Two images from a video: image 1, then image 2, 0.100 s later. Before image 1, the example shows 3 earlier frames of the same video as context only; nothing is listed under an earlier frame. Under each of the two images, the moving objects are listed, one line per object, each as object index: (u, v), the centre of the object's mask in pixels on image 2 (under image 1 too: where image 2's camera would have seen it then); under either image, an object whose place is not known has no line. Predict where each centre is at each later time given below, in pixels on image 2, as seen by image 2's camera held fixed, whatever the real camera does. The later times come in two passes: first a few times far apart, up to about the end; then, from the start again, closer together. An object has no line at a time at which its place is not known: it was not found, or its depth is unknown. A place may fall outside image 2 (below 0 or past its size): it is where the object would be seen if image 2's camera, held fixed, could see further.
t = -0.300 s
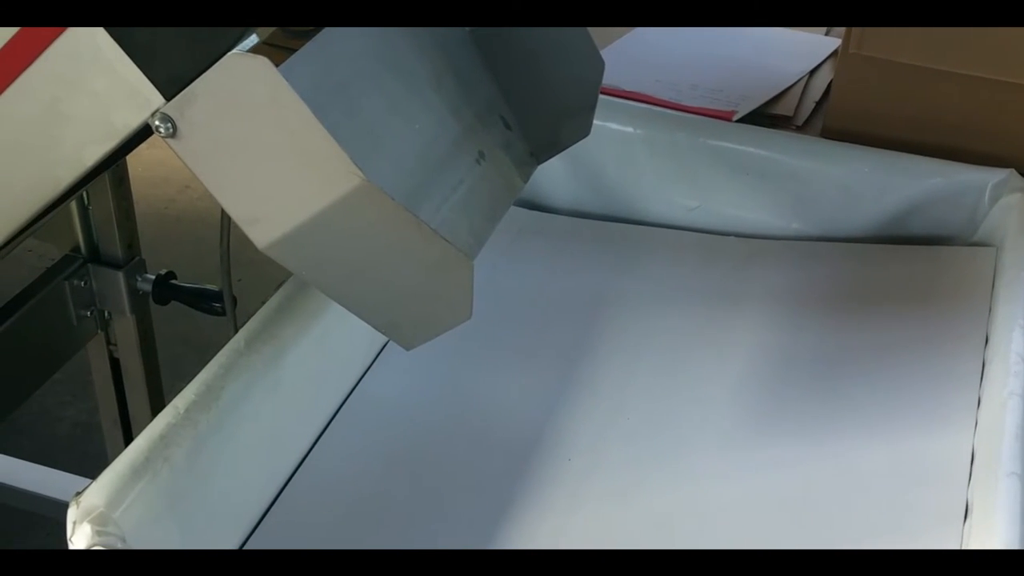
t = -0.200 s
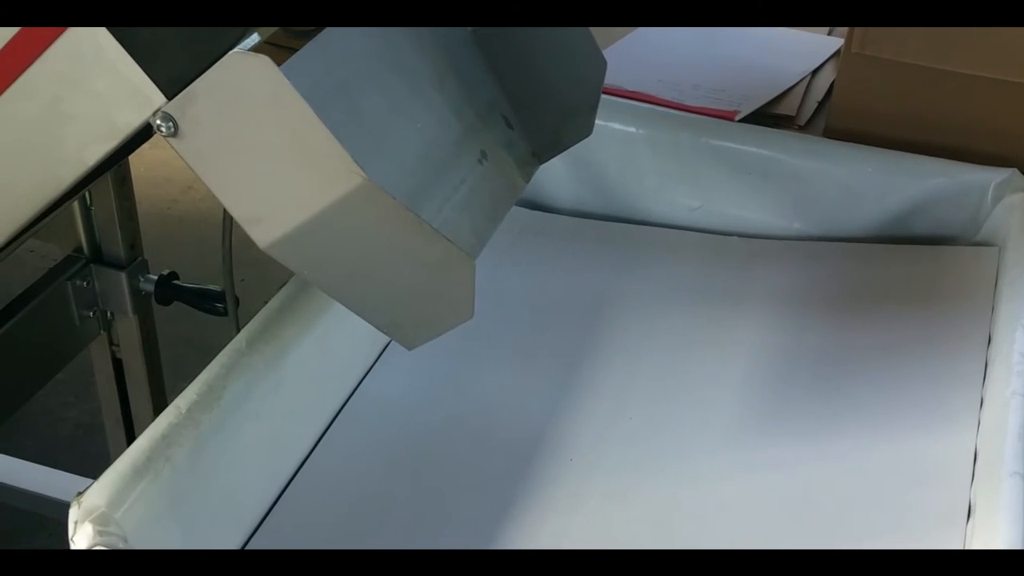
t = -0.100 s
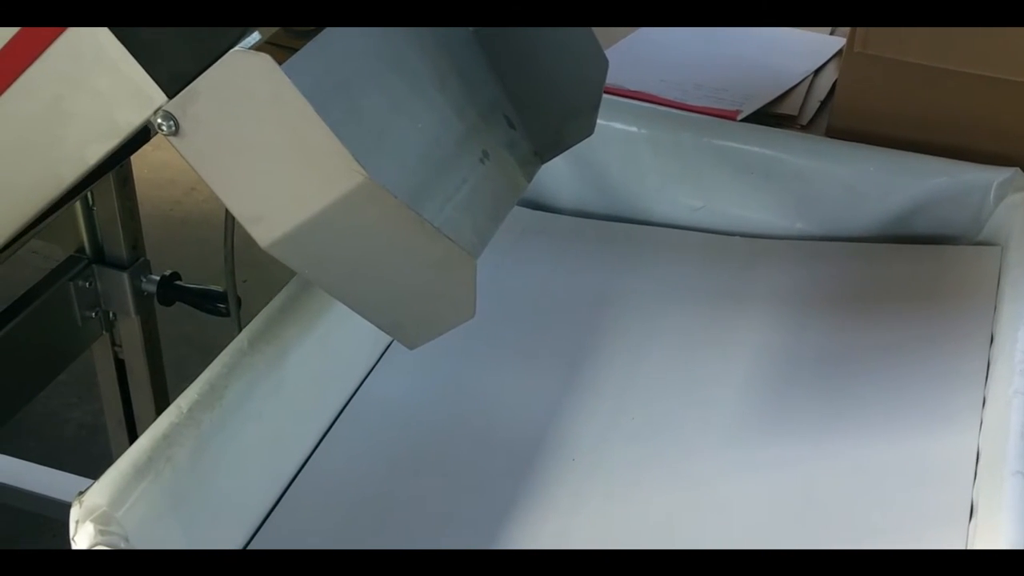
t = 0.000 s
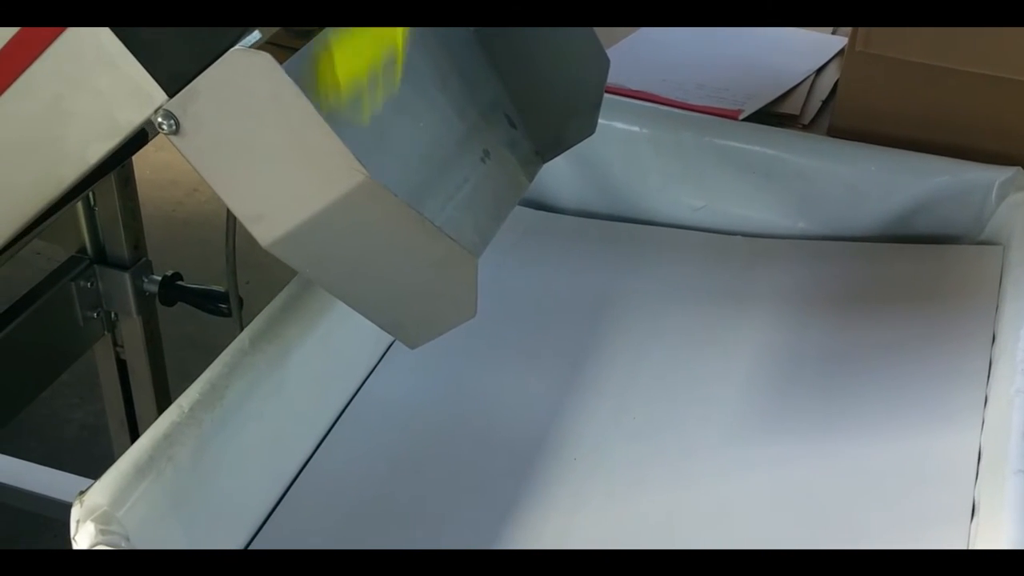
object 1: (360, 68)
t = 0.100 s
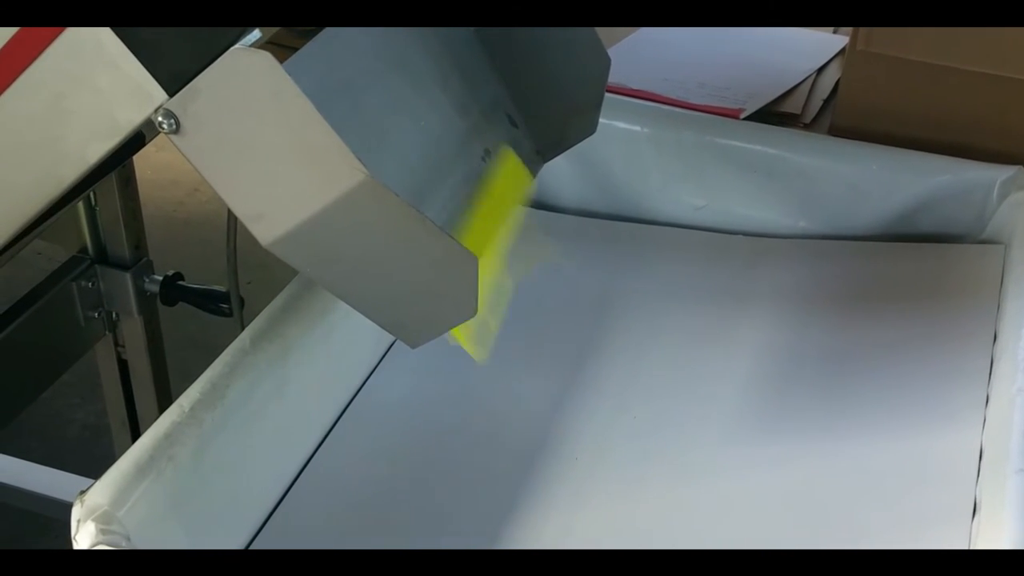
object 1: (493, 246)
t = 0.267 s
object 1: (626, 396)
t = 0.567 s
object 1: (619, 426)
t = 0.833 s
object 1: (619, 426)
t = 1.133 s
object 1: (620, 426)
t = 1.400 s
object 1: (623, 427)
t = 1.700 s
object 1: (620, 425)
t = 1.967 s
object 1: (619, 425)
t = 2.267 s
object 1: (620, 425)
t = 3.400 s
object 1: (619, 425)
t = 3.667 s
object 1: (619, 424)
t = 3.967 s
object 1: (619, 424)
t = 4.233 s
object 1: (619, 424)
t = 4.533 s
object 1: (619, 424)
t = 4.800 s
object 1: (619, 425)
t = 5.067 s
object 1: (618, 425)
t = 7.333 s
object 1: (623, 426)
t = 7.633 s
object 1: (619, 425)
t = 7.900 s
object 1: (623, 427)
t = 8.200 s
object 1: (620, 426)
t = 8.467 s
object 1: (620, 426)
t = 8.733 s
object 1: (619, 426)
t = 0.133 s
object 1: (531, 333)
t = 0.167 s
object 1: (578, 400)
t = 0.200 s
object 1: (604, 421)
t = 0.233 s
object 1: (614, 403)
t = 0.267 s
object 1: (626, 396)
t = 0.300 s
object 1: (629, 391)
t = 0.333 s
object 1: (630, 395)
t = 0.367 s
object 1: (624, 403)
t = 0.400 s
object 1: (624, 422)
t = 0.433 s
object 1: (624, 421)
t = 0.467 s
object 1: (621, 422)
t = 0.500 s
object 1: (619, 425)
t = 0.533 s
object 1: (620, 426)
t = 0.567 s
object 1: (619, 426)
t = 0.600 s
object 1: (619, 426)
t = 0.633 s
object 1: (620, 426)
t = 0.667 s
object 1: (620, 426)
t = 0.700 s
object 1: (619, 426)
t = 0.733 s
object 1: (619, 426)
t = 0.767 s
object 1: (619, 426)
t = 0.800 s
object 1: (620, 426)
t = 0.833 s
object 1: (619, 426)
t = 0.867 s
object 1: (619, 426)
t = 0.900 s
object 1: (619, 426)
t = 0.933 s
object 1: (620, 426)
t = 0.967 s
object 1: (619, 425)
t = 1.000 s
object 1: (619, 426)
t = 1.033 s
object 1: (620, 426)
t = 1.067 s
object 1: (620, 426)
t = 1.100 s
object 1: (620, 425)
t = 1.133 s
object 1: (620, 426)
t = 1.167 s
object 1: (620, 426)
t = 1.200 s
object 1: (620, 426)
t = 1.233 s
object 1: (620, 426)
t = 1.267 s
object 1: (623, 427)
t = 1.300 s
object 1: (623, 427)
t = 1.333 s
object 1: (619, 425)
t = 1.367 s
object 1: (623, 427)
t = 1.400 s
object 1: (623, 427)
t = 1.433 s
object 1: (623, 427)
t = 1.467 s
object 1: (620, 425)
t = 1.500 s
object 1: (620, 425)
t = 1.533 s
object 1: (620, 425)
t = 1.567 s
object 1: (620, 425)
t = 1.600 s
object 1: (620, 425)
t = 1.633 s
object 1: (619, 425)
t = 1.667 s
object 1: (619, 425)
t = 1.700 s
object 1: (620, 425)
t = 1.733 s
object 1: (620, 425)
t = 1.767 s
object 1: (620, 425)
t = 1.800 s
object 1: (620, 426)
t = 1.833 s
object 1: (619, 426)
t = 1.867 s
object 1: (619, 425)
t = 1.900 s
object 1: (620, 425)
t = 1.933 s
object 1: (619, 425)
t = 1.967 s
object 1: (619, 425)
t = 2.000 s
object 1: (619, 425)
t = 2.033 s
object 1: (619, 426)
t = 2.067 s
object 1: (619, 426)
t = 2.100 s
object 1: (619, 426)
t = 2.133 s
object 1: (619, 426)
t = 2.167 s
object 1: (620, 426)
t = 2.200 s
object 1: (620, 425)
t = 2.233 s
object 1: (620, 425)
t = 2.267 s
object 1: (620, 425)
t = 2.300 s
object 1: (620, 426)
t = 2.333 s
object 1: (620, 426)
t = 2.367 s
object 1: (620, 426)
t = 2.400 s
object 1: (619, 426)
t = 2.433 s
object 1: (619, 425)
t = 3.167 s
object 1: (619, 426)
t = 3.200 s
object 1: (619, 425)
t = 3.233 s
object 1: (619, 425)
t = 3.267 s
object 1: (619, 425)
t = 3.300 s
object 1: (619, 425)
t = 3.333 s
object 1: (619, 425)
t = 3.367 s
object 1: (619, 425)
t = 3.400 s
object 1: (619, 425)
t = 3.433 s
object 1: (619, 425)
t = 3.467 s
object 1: (619, 425)
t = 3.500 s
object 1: (619, 425)
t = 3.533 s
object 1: (619, 425)
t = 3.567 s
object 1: (619, 425)
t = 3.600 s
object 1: (619, 424)
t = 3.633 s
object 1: (619, 424)
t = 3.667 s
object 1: (619, 424)
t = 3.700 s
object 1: (619, 424)
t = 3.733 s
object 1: (619, 424)
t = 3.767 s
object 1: (619, 424)
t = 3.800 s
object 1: (619, 424)
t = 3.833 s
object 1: (619, 424)
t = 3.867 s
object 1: (619, 424)
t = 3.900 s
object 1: (619, 424)
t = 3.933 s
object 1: (619, 424)
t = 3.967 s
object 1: (619, 424)
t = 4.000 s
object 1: (619, 424)
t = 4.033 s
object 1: (619, 424)
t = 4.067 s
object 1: (619, 424)
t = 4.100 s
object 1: (619, 424)
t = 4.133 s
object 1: (619, 424)
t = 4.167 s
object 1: (619, 424)
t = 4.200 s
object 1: (619, 424)
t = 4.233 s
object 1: (619, 424)
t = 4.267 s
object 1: (619, 424)
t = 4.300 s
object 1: (619, 424)
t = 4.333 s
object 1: (619, 424)
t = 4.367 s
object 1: (619, 424)
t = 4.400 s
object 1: (619, 424)
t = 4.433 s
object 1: (619, 424)
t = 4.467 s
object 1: (619, 424)
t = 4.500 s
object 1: (619, 424)
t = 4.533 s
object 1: (619, 424)
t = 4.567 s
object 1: (619, 425)
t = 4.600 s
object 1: (619, 425)
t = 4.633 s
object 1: (619, 424)
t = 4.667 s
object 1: (619, 425)
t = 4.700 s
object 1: (619, 425)
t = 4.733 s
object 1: (619, 425)
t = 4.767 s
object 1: (619, 425)
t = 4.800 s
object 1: (619, 425)
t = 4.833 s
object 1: (619, 425)
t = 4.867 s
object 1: (618, 425)
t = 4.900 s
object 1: (618, 425)
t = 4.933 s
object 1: (618, 425)
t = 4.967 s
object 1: (618, 425)
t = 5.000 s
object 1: (618, 425)
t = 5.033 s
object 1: (618, 425)
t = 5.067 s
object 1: (618, 425)
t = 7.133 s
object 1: (619, 425)
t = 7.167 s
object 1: (619, 425)
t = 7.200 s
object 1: (620, 425)
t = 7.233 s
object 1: (620, 425)
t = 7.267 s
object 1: (619, 425)
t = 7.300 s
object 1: (623, 426)
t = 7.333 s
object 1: (623, 426)
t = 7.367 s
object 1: (623, 427)
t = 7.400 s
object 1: (623, 427)
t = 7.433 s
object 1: (619, 425)
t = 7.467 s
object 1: (619, 425)
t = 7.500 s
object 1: (620, 425)
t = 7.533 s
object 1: (619, 425)
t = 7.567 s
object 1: (619, 425)
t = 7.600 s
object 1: (619, 425)
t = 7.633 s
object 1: (619, 425)
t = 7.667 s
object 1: (619, 425)
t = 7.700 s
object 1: (619, 425)
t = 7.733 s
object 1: (619, 425)
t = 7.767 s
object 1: (623, 427)
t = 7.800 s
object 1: (619, 426)
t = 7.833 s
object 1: (623, 427)
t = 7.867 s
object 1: (623, 427)
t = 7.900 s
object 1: (623, 427)
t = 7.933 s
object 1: (620, 425)
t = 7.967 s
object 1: (623, 427)
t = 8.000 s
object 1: (620, 426)
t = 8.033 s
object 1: (620, 426)
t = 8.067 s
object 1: (620, 426)
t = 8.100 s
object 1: (620, 426)
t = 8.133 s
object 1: (620, 426)
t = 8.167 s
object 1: (620, 426)
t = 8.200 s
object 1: (620, 426)
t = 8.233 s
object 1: (620, 426)
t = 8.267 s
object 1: (620, 426)
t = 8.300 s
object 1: (620, 426)
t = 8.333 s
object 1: (620, 426)
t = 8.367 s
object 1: (620, 426)
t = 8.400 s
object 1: (620, 426)
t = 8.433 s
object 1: (620, 426)
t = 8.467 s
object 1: (620, 426)
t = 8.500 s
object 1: (620, 426)
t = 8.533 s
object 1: (620, 426)
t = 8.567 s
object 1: (620, 426)
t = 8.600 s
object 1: (620, 426)
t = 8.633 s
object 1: (620, 426)
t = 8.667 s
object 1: (620, 426)
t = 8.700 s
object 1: (619, 426)
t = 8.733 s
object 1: (619, 426)
